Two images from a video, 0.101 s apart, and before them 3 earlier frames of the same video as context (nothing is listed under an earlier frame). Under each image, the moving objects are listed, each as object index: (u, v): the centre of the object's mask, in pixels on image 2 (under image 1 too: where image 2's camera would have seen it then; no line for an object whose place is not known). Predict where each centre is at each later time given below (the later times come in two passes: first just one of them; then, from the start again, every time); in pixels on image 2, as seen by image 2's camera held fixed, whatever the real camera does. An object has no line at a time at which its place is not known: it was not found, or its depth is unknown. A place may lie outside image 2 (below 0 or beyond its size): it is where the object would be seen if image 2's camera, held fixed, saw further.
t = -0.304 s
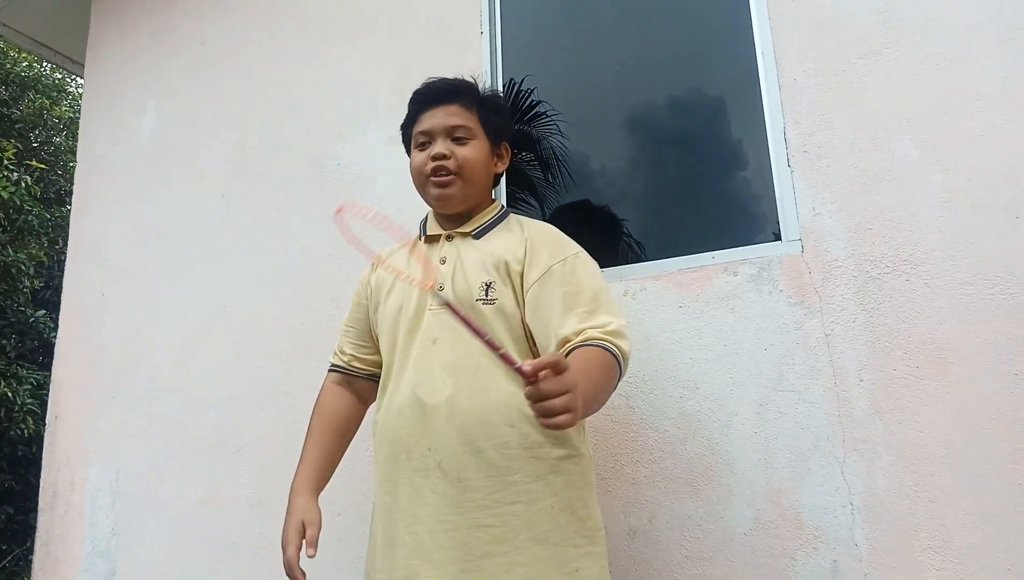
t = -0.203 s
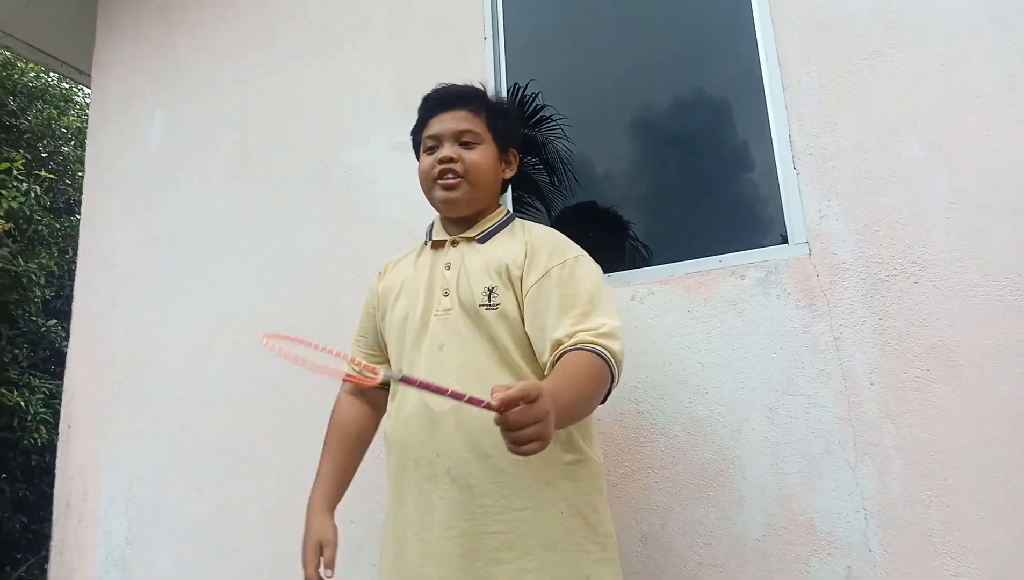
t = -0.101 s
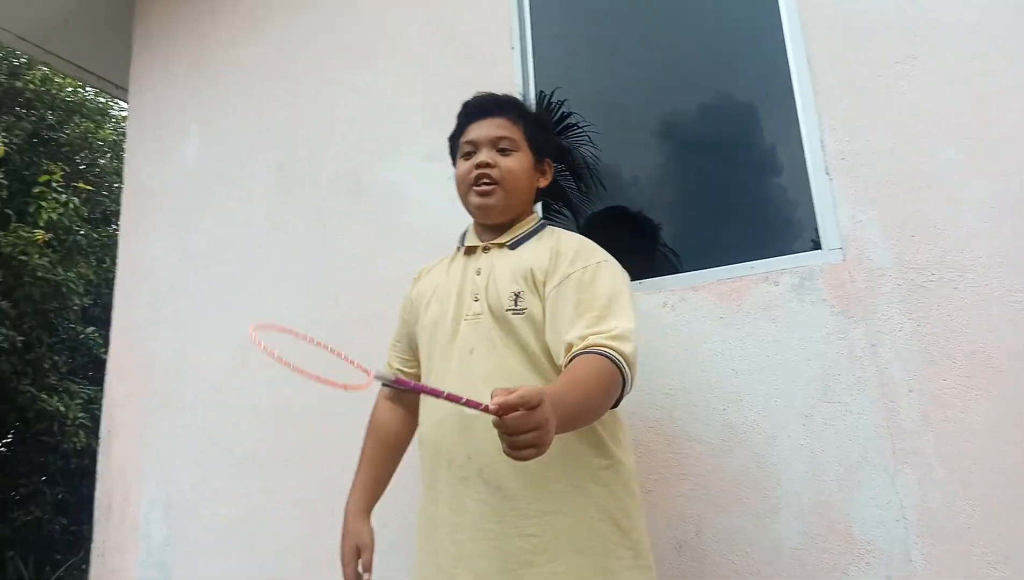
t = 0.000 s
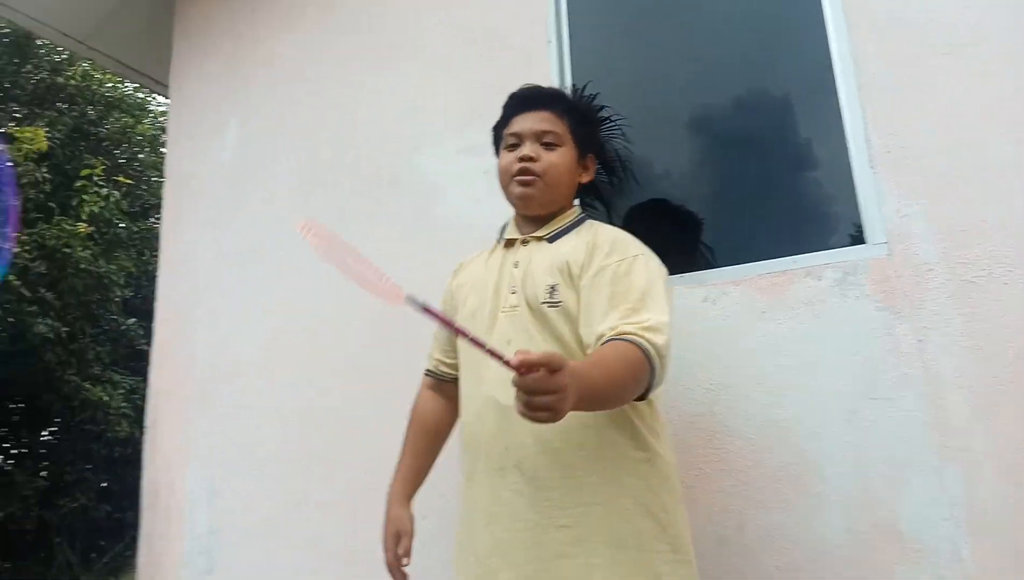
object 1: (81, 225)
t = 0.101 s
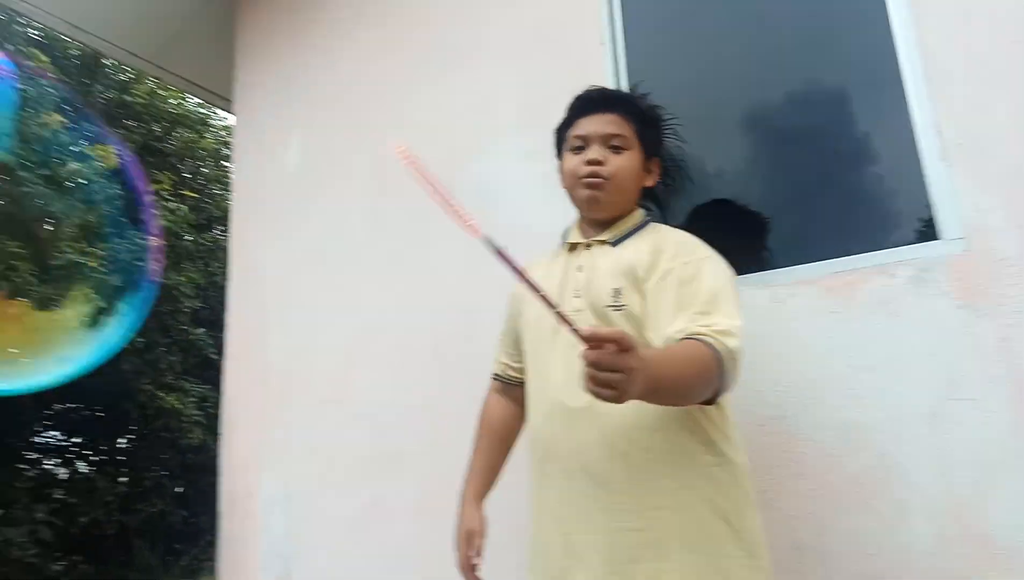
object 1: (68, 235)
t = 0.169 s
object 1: (61, 229)
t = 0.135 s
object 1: (62, 232)
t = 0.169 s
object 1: (61, 229)
